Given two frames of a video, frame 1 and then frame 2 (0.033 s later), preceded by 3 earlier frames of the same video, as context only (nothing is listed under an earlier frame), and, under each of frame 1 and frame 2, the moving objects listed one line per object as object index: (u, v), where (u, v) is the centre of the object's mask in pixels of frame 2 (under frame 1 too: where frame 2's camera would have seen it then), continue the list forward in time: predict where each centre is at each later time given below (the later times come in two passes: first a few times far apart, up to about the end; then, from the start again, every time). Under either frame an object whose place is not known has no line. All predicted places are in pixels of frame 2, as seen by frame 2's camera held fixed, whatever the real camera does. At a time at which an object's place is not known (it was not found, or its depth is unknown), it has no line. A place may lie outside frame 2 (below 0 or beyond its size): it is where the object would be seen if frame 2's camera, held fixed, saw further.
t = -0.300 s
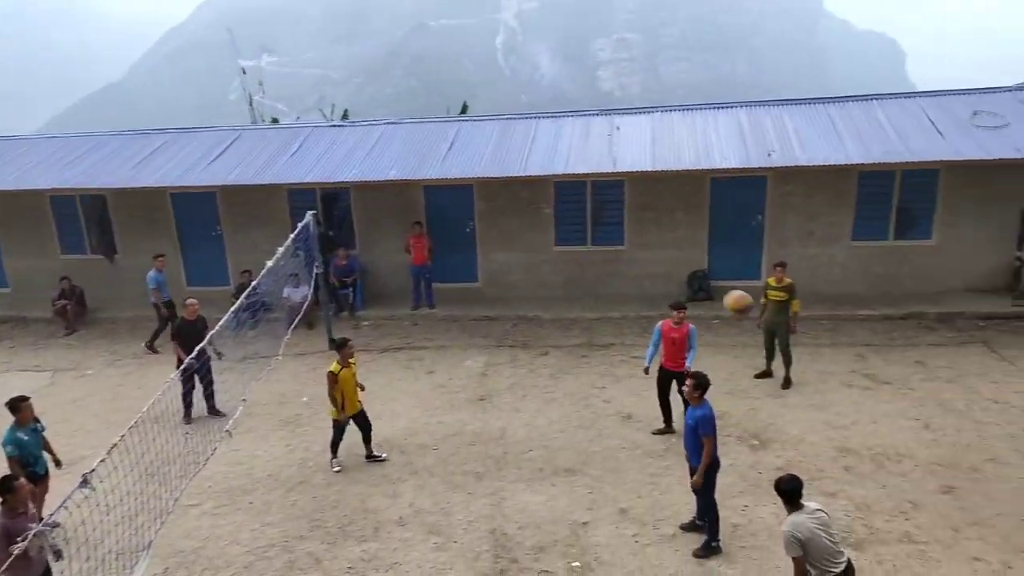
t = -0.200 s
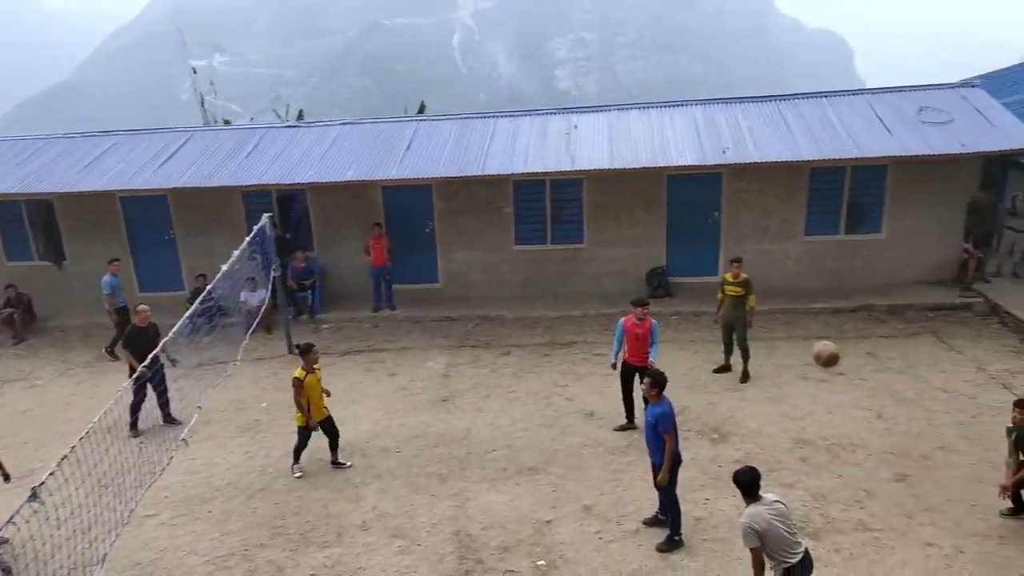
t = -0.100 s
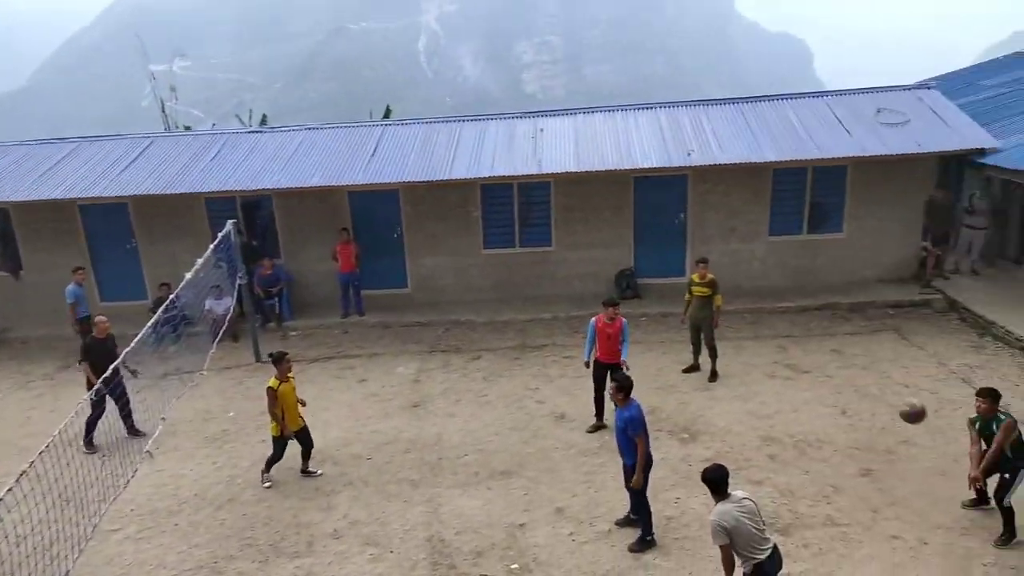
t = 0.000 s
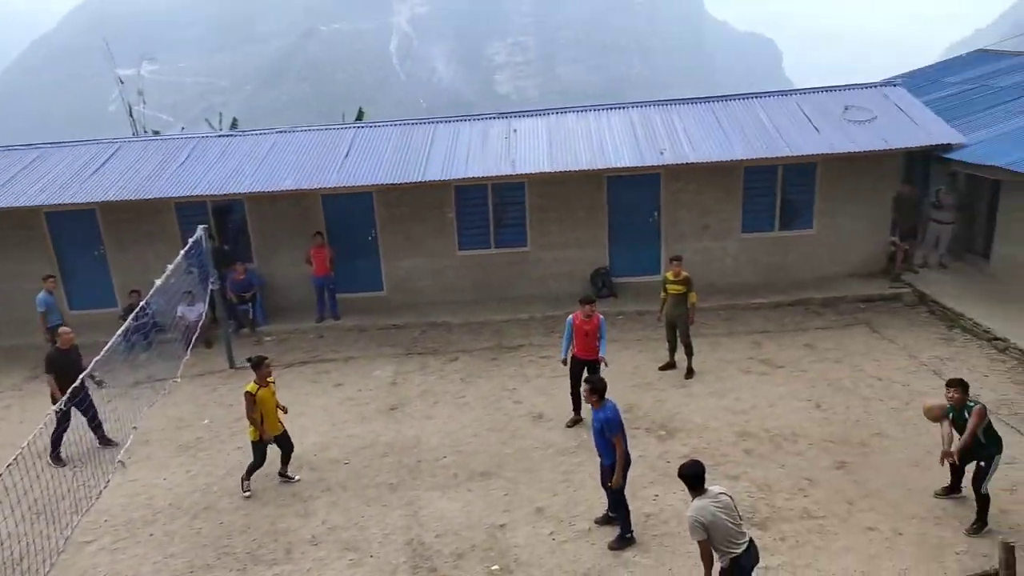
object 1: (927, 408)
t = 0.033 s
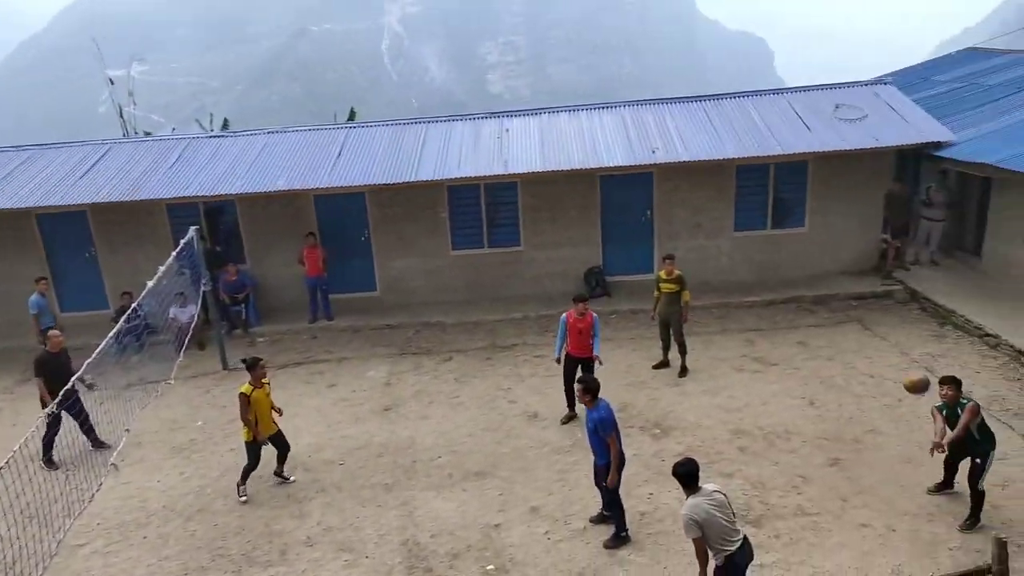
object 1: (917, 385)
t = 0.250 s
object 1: (826, 244)
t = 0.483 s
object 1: (721, 147)
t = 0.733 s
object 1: (608, 108)
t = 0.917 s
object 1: (528, 129)
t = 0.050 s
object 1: (911, 373)
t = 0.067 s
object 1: (903, 359)
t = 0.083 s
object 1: (899, 349)
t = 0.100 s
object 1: (890, 336)
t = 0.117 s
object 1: (883, 325)
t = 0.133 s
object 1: (876, 314)
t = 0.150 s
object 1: (869, 303)
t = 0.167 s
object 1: (862, 293)
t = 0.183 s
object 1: (855, 282)
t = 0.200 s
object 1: (847, 272)
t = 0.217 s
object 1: (841, 264)
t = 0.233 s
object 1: (833, 254)
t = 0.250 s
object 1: (826, 244)
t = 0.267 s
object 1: (819, 235)
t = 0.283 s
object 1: (812, 227)
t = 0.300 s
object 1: (804, 218)
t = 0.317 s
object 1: (797, 211)
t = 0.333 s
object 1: (790, 204)
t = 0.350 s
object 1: (782, 196)
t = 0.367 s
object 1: (775, 189)
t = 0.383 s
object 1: (768, 182)
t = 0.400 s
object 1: (760, 176)
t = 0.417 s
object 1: (752, 169)
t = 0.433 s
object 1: (743, 164)
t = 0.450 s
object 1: (736, 158)
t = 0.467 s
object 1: (730, 152)
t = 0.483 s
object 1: (721, 147)
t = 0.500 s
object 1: (713, 141)
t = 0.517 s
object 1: (706, 137)
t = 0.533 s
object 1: (699, 133)
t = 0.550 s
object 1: (691, 129)
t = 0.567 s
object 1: (684, 125)
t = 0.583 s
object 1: (677, 123)
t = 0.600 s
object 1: (669, 120)
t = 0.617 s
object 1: (662, 117)
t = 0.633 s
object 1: (654, 115)
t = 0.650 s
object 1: (646, 113)
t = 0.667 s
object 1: (638, 111)
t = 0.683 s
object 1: (630, 110)
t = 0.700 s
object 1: (623, 109)
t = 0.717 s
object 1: (616, 109)
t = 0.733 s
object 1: (608, 108)
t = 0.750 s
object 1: (601, 108)
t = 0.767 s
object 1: (593, 109)
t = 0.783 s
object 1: (586, 109)
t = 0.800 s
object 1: (579, 111)
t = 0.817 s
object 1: (571, 113)
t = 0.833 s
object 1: (564, 115)
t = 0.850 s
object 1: (557, 116)
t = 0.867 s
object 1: (550, 119)
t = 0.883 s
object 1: (542, 122)
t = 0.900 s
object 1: (535, 125)
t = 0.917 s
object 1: (528, 129)
